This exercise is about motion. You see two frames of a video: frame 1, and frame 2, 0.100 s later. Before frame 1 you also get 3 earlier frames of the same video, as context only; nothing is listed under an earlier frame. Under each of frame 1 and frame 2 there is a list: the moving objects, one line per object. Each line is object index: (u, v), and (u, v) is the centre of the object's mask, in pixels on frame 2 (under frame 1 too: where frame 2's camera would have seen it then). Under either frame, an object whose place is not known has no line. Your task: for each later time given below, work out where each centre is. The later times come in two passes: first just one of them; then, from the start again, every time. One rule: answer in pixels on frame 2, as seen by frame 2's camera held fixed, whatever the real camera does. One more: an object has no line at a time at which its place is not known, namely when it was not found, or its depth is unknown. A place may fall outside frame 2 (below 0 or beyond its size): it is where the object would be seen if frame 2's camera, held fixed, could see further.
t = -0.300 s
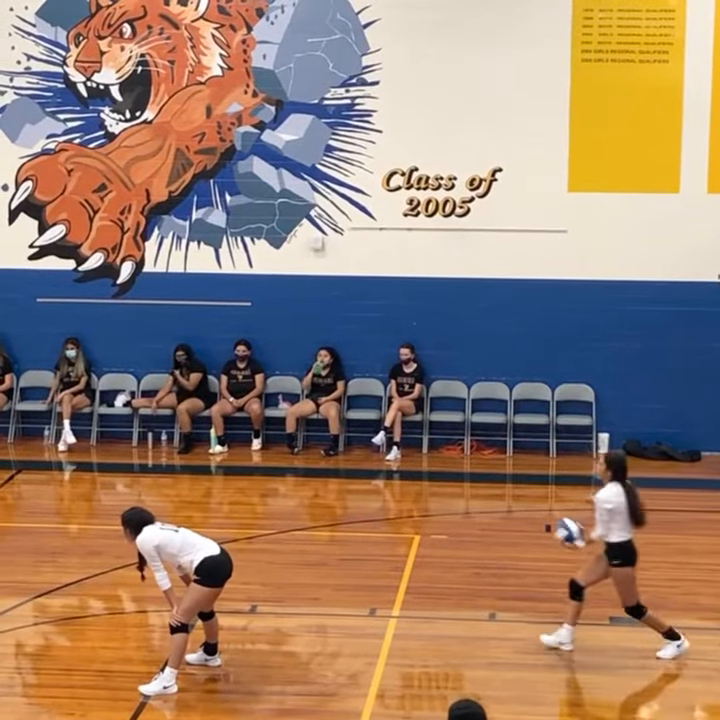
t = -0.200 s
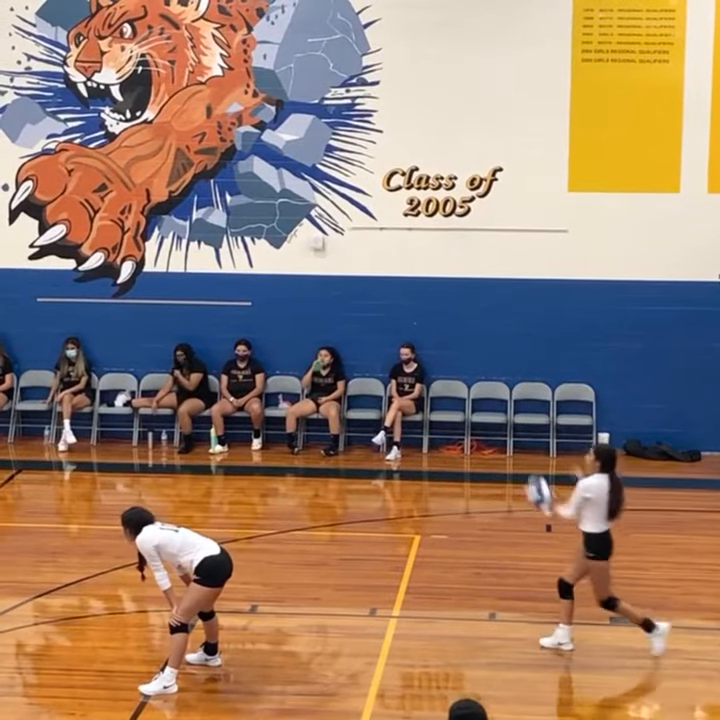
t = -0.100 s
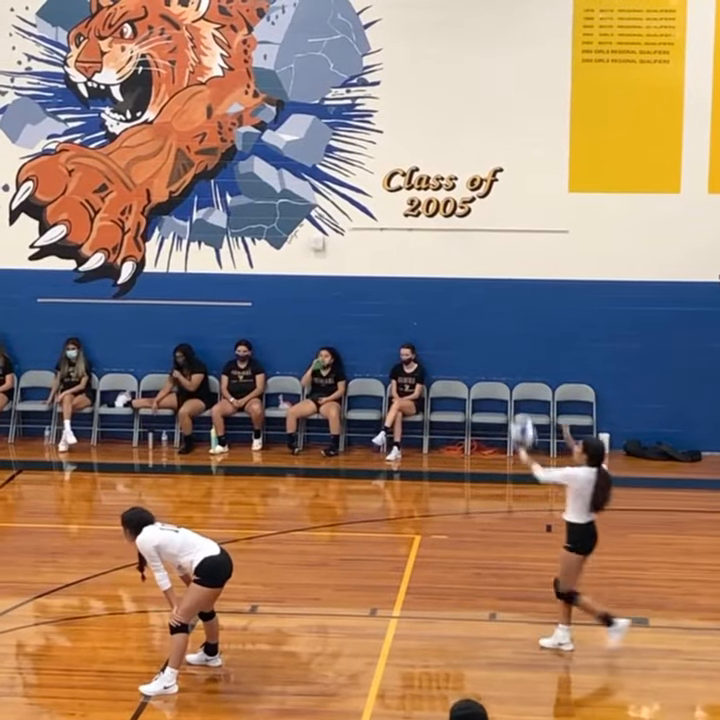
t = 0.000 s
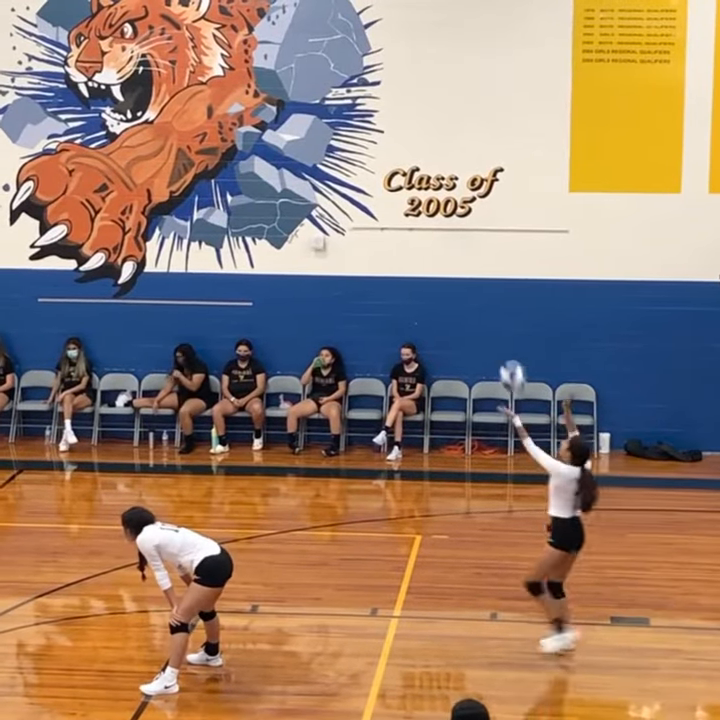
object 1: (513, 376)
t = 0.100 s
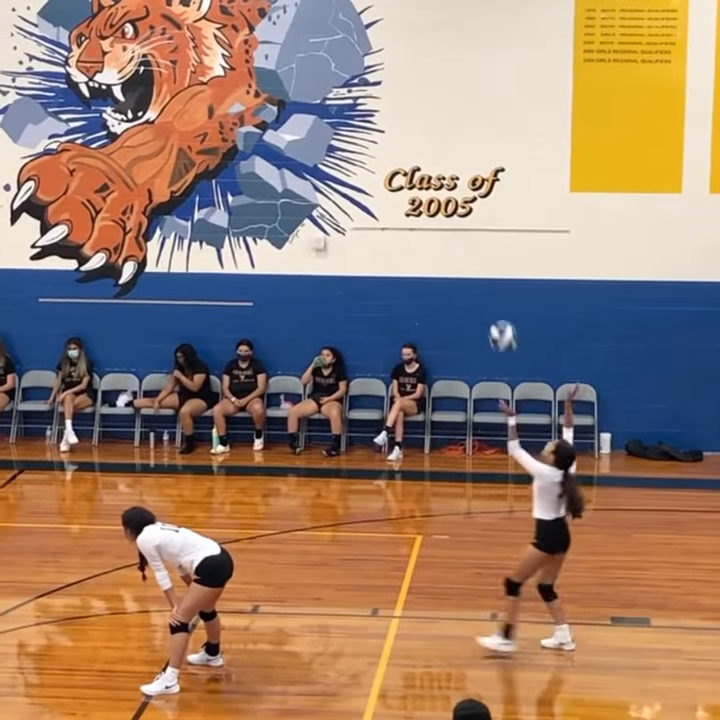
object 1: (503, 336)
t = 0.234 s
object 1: (488, 302)
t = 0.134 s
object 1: (499, 325)
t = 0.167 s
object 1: (495, 315)
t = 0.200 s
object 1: (492, 308)
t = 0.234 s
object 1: (488, 302)
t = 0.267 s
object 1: (484, 296)
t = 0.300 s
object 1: (480, 293)
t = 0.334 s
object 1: (477, 291)
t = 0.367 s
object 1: (474, 289)
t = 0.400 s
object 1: (470, 290)
